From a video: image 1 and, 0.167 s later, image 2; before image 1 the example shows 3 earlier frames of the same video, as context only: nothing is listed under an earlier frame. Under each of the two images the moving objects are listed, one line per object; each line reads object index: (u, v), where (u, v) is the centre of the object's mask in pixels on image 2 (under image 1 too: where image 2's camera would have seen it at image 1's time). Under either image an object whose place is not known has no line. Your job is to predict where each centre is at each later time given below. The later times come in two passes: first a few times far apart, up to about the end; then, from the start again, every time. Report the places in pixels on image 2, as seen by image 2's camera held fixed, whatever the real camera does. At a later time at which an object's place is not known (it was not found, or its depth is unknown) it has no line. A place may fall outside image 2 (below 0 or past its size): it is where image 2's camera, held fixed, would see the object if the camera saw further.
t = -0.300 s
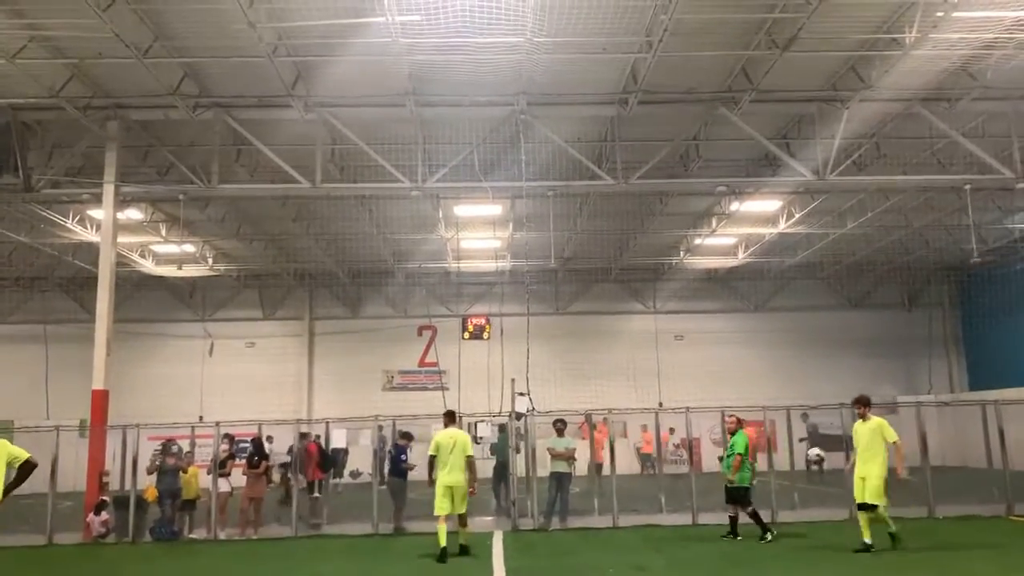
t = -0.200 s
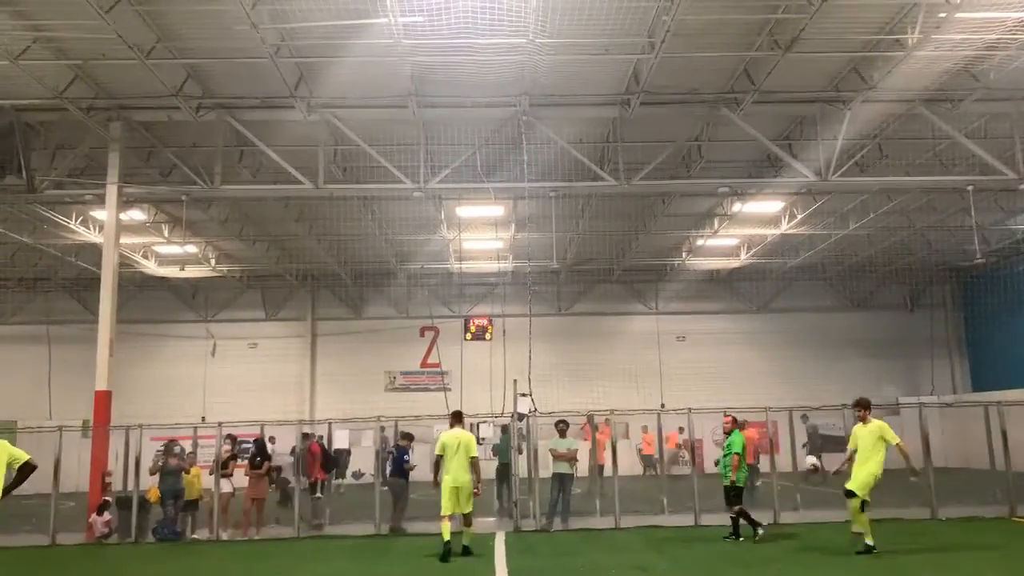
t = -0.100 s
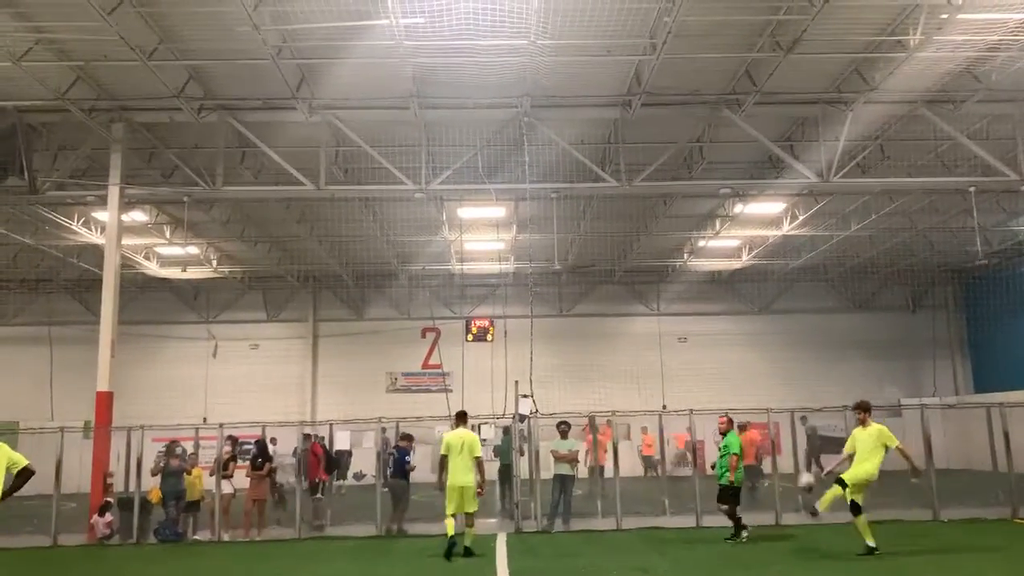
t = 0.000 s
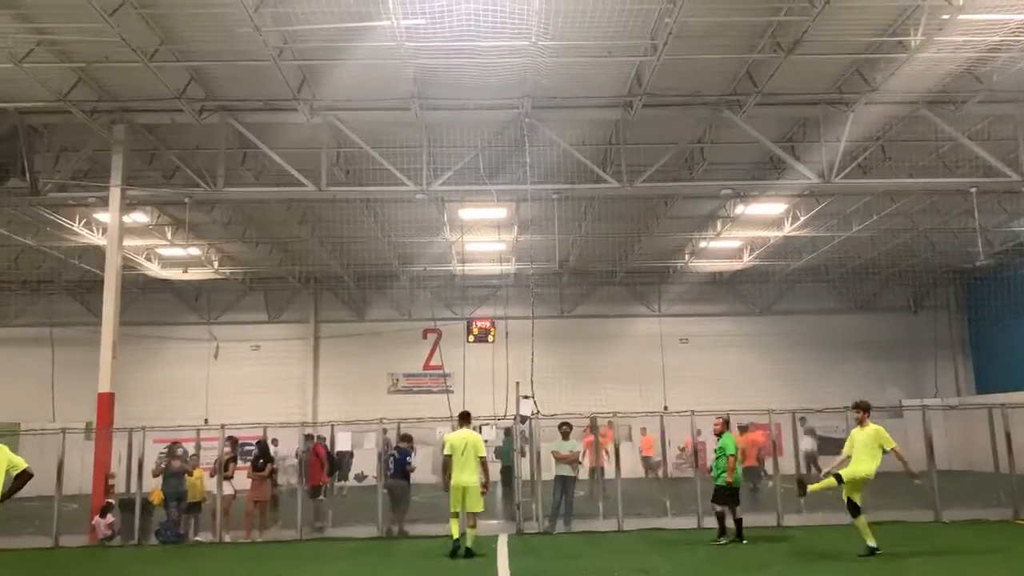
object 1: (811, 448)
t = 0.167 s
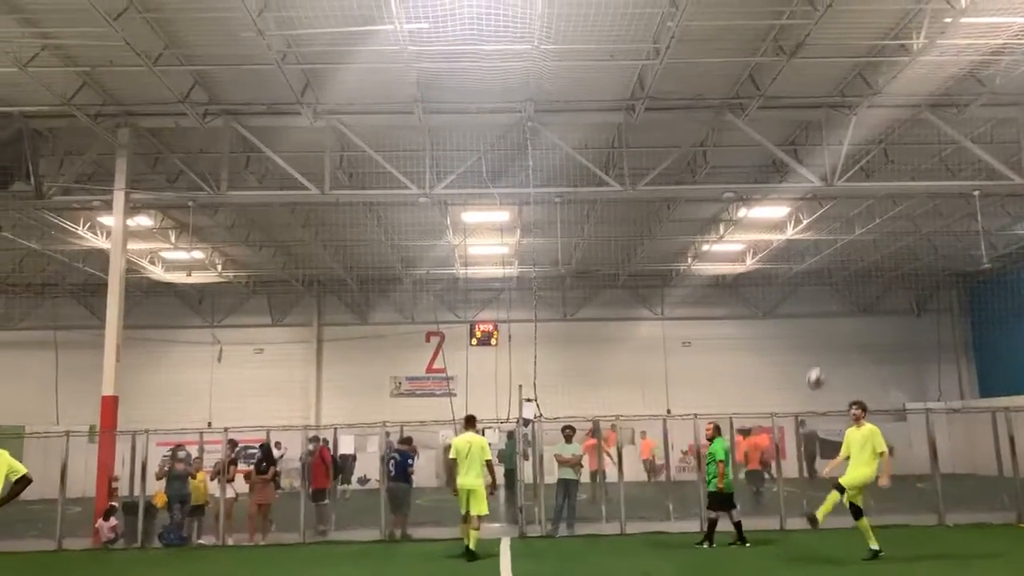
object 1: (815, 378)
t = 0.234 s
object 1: (817, 356)
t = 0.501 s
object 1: (831, 304)
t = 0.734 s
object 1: (848, 311)
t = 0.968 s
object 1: (871, 367)
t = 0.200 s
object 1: (816, 367)
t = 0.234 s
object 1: (817, 356)
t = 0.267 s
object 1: (819, 346)
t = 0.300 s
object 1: (820, 336)
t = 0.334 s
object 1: (822, 329)
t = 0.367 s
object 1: (824, 322)
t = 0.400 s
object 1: (825, 317)
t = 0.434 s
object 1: (828, 312)
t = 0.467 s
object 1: (829, 309)
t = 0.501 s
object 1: (831, 304)
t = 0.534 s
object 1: (833, 303)
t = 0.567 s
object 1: (835, 302)
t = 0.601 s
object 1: (838, 302)
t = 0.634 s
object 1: (840, 303)
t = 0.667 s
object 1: (843, 304)
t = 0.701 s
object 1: (845, 307)
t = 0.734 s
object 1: (848, 311)
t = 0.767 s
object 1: (851, 315)
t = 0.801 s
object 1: (854, 321)
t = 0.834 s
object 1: (858, 328)
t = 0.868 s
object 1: (861, 337)
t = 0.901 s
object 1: (864, 346)
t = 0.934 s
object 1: (868, 356)
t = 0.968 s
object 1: (871, 367)
